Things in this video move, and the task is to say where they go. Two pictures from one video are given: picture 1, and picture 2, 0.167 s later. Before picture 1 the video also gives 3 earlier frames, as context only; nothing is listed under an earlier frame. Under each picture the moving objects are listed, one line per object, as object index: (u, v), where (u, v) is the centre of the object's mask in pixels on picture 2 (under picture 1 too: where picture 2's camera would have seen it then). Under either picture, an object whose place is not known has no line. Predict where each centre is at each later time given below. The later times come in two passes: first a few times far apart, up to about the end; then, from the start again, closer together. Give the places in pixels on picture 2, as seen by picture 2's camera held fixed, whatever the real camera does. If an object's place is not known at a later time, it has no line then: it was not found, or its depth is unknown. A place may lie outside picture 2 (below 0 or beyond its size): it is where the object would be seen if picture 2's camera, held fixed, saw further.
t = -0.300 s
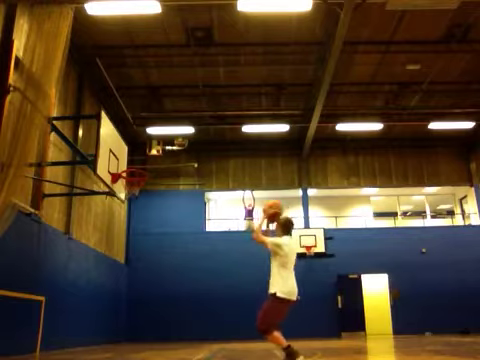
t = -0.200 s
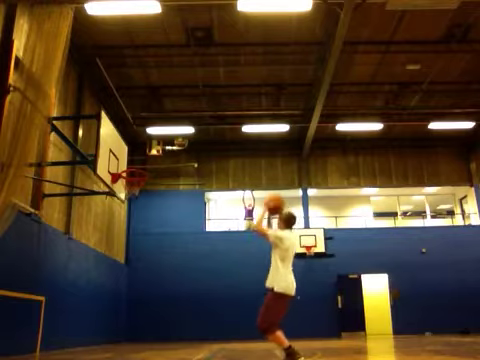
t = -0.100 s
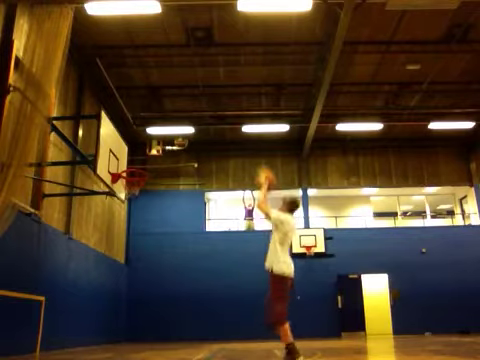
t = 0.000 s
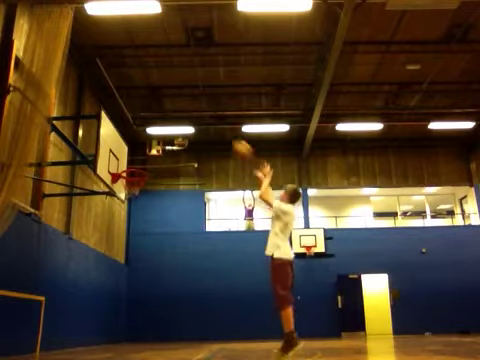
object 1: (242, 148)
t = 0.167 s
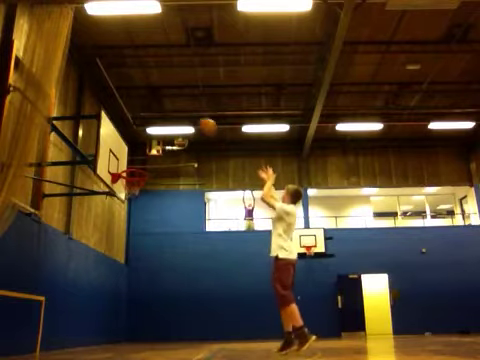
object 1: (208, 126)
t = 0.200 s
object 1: (202, 124)
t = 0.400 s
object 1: (169, 125)
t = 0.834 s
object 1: (117, 156)
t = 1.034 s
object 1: (105, 157)
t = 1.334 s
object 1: (108, 196)
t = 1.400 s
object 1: (107, 212)
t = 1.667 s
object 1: (106, 322)
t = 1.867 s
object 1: (114, 286)
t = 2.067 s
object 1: (124, 225)
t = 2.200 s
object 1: (130, 203)
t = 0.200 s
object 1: (202, 124)
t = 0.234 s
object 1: (196, 121)
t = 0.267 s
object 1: (191, 121)
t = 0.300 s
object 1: (185, 120)
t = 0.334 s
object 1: (180, 121)
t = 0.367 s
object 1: (175, 121)
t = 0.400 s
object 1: (169, 125)
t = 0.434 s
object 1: (164, 126)
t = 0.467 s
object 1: (159, 128)
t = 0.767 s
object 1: (124, 159)
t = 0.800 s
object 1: (121, 157)
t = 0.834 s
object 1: (117, 156)
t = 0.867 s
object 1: (114, 155)
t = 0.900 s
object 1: (111, 155)
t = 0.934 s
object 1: (108, 156)
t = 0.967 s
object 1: (104, 157)
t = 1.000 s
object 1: (104, 157)
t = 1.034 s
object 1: (105, 157)
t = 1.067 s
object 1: (105, 158)
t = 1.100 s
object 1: (105, 161)
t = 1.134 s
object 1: (106, 164)
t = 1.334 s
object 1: (108, 196)
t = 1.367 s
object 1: (107, 204)
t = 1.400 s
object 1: (107, 212)
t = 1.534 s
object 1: (108, 259)
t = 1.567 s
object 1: (107, 273)
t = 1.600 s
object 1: (107, 289)
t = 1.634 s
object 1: (107, 305)
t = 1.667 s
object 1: (106, 322)
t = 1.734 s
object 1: (106, 344)
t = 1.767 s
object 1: (108, 331)
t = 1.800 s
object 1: (110, 314)
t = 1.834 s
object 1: (112, 300)
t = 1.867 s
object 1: (114, 286)
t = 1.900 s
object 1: (115, 275)
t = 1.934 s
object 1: (117, 262)
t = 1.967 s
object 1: (120, 252)
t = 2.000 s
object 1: (122, 241)
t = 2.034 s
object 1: (123, 233)
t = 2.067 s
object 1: (124, 225)
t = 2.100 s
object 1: (126, 219)
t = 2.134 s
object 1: (127, 212)
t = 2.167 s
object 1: (129, 207)
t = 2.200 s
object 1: (130, 203)
